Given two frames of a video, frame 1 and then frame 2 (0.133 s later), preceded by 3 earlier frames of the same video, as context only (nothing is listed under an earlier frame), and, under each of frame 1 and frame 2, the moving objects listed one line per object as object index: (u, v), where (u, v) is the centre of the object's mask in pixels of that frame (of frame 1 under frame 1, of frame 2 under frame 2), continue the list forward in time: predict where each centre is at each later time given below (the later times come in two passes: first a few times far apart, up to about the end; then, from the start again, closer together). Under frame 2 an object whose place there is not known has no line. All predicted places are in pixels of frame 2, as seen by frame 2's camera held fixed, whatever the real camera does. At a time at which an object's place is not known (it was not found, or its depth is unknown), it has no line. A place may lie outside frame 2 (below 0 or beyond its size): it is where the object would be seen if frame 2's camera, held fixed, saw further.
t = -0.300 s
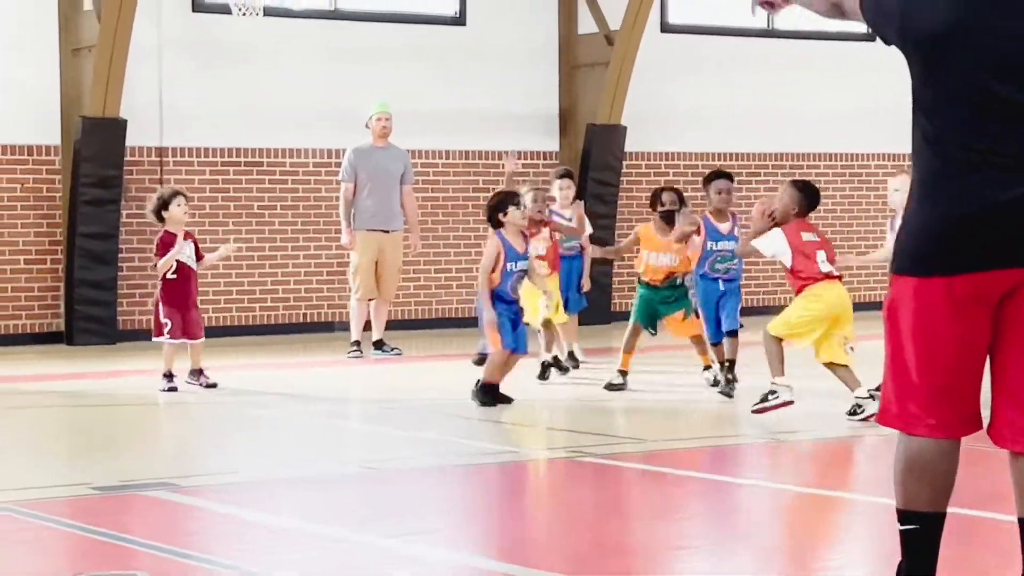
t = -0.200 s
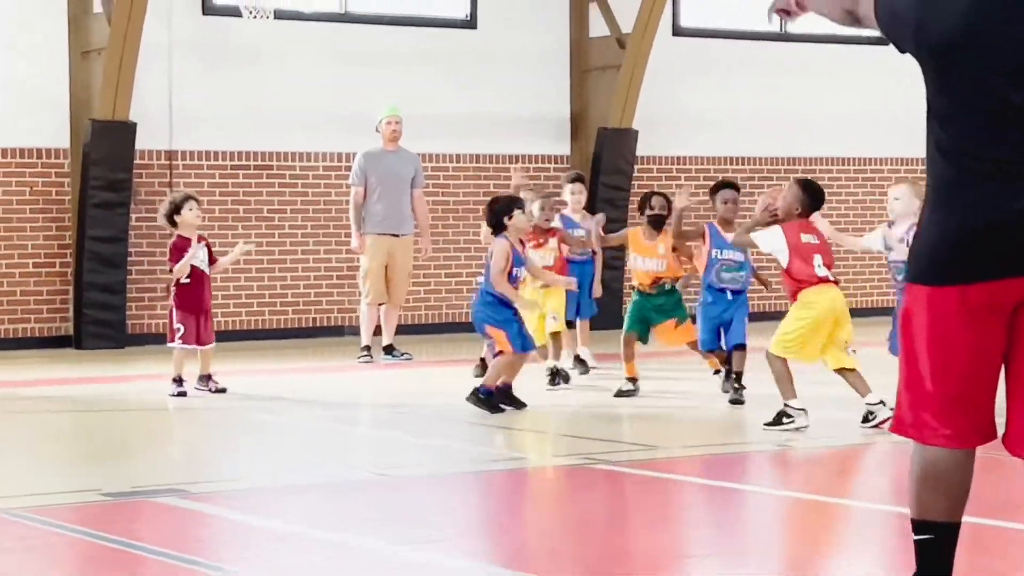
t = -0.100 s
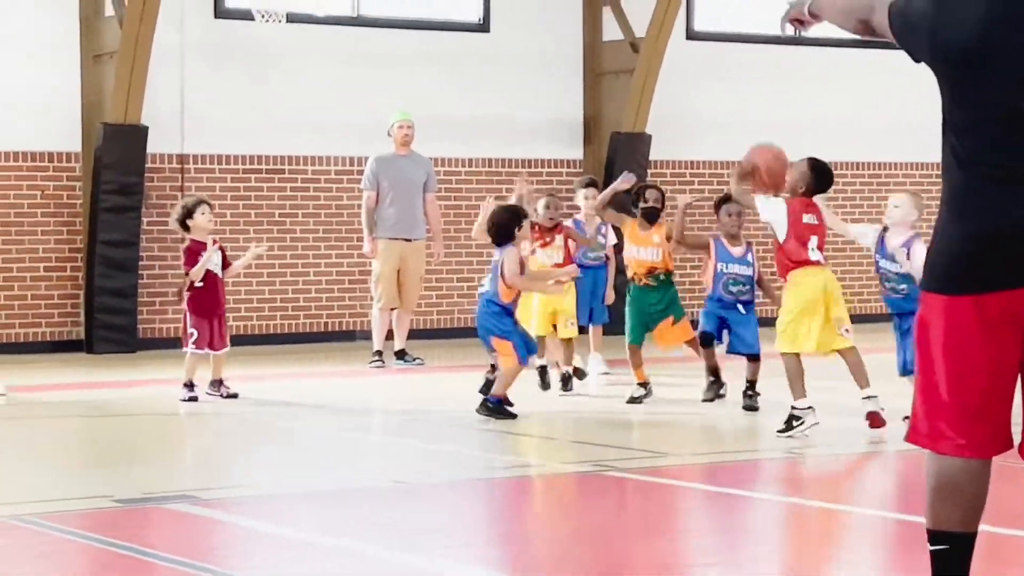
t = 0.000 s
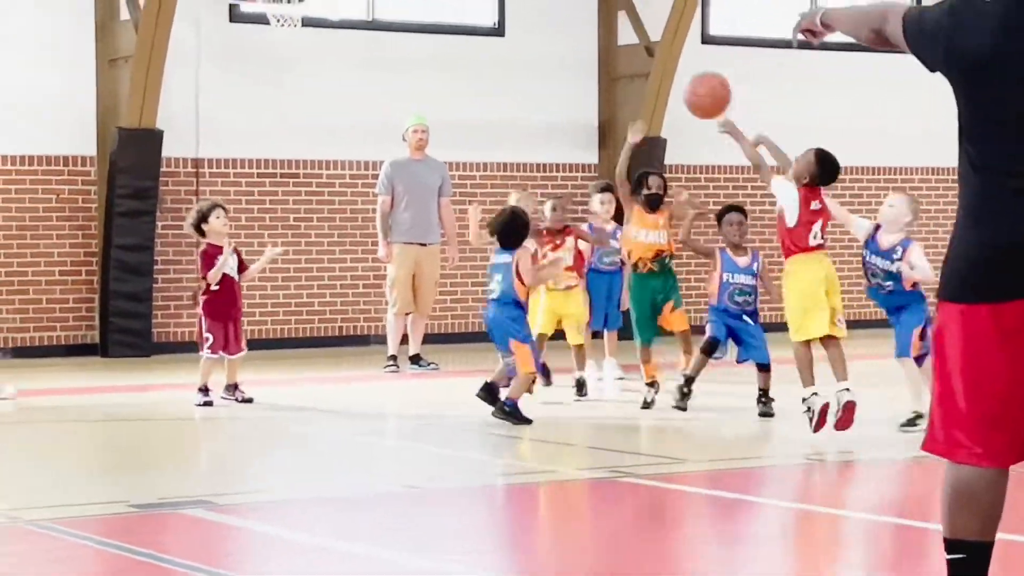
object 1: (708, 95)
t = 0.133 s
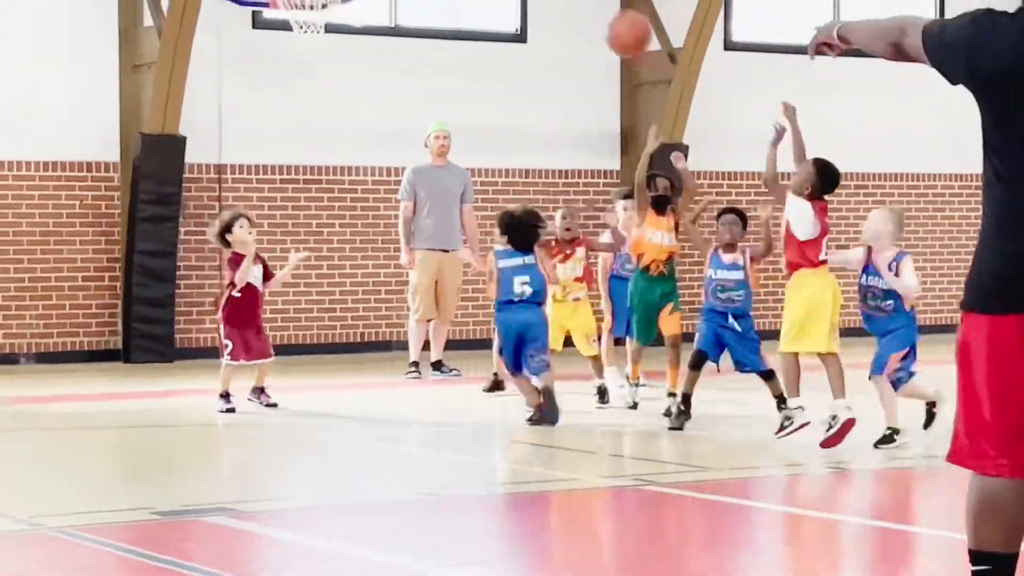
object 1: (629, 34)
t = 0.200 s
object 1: (581, 17)
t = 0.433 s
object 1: (422, 17)
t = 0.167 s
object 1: (605, 23)
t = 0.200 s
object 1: (581, 17)
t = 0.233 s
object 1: (557, 12)
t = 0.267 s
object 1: (534, 10)
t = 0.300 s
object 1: (512, 8)
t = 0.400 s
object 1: (443, 12)
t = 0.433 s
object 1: (422, 17)
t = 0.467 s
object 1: (401, 25)
